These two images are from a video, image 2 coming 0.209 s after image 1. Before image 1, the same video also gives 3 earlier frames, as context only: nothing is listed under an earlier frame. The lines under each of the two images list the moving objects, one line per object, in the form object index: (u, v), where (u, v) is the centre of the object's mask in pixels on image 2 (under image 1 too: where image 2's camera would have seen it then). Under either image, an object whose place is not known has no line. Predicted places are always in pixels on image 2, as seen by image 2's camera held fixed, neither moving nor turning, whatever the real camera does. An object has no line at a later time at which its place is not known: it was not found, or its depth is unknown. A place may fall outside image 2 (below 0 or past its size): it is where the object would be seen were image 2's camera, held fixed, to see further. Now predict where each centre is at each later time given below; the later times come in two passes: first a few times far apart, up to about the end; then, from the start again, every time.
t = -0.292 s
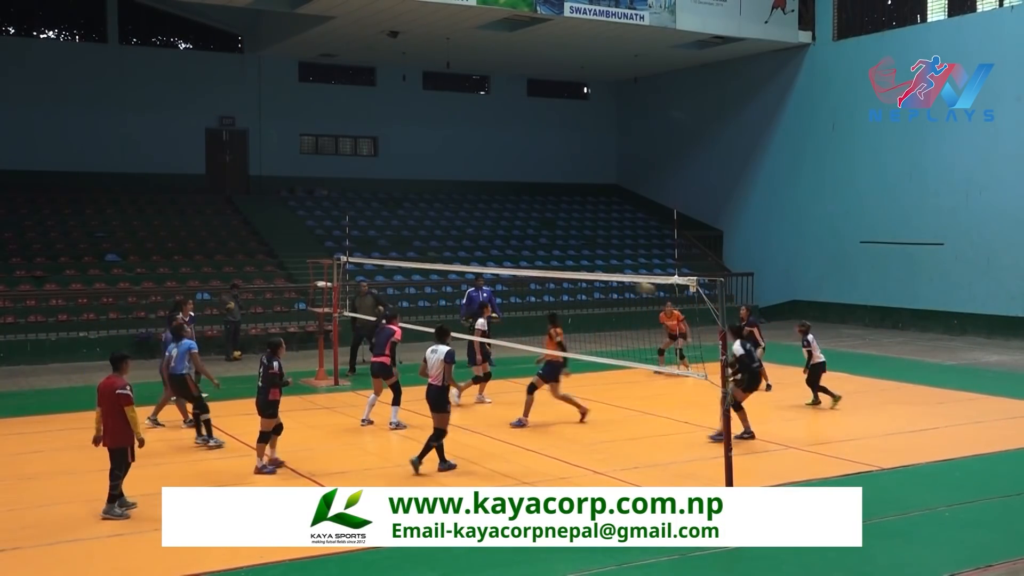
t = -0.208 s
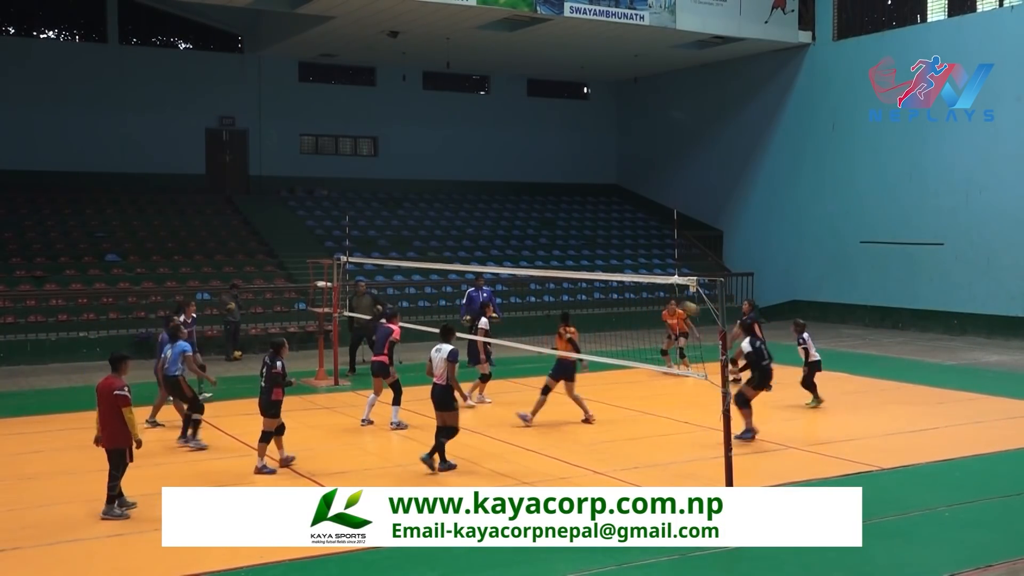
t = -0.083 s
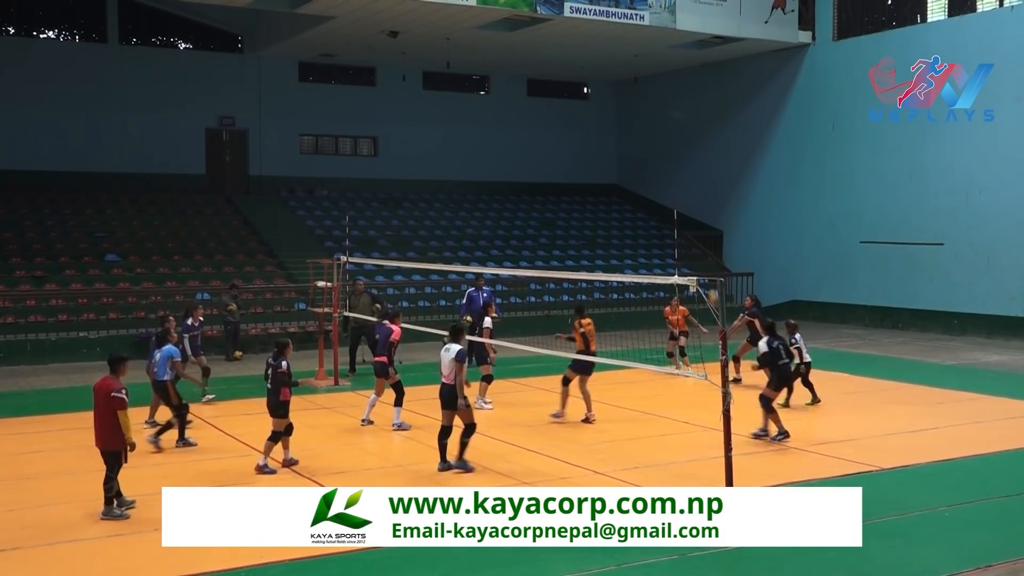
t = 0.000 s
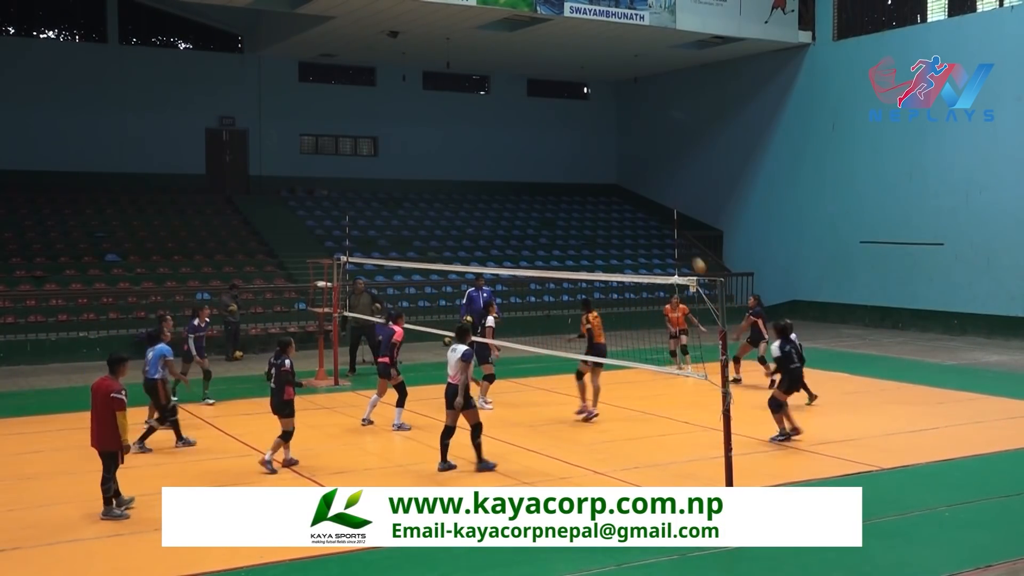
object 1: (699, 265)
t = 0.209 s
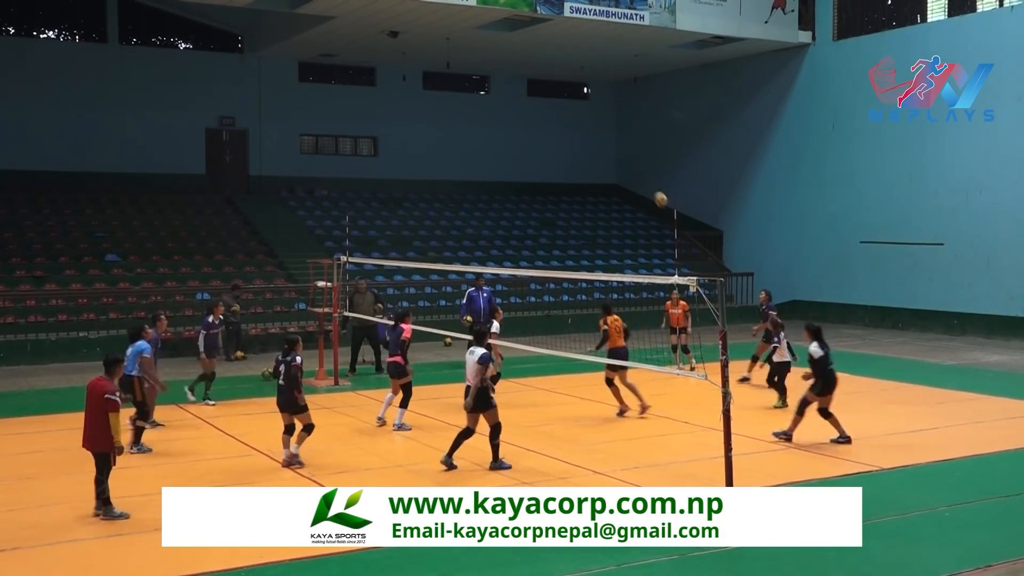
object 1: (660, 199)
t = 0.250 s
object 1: (653, 189)
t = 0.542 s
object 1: (596, 137)
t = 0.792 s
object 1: (545, 133)
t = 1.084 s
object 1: (490, 177)
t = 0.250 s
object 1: (653, 189)
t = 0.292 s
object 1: (641, 175)
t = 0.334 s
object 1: (633, 165)
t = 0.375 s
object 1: (627, 158)
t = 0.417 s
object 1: (619, 151)
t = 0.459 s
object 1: (611, 146)
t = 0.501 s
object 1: (603, 141)
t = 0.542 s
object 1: (596, 137)
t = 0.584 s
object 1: (588, 133)
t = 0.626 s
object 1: (581, 132)
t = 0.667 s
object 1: (573, 130)
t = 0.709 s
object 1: (561, 130)
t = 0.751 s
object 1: (553, 132)
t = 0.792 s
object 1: (545, 133)
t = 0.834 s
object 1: (537, 137)
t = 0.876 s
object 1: (529, 141)
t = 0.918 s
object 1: (522, 146)
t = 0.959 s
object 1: (514, 152)
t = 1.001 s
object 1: (506, 159)
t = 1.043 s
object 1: (498, 167)
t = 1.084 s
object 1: (490, 177)
